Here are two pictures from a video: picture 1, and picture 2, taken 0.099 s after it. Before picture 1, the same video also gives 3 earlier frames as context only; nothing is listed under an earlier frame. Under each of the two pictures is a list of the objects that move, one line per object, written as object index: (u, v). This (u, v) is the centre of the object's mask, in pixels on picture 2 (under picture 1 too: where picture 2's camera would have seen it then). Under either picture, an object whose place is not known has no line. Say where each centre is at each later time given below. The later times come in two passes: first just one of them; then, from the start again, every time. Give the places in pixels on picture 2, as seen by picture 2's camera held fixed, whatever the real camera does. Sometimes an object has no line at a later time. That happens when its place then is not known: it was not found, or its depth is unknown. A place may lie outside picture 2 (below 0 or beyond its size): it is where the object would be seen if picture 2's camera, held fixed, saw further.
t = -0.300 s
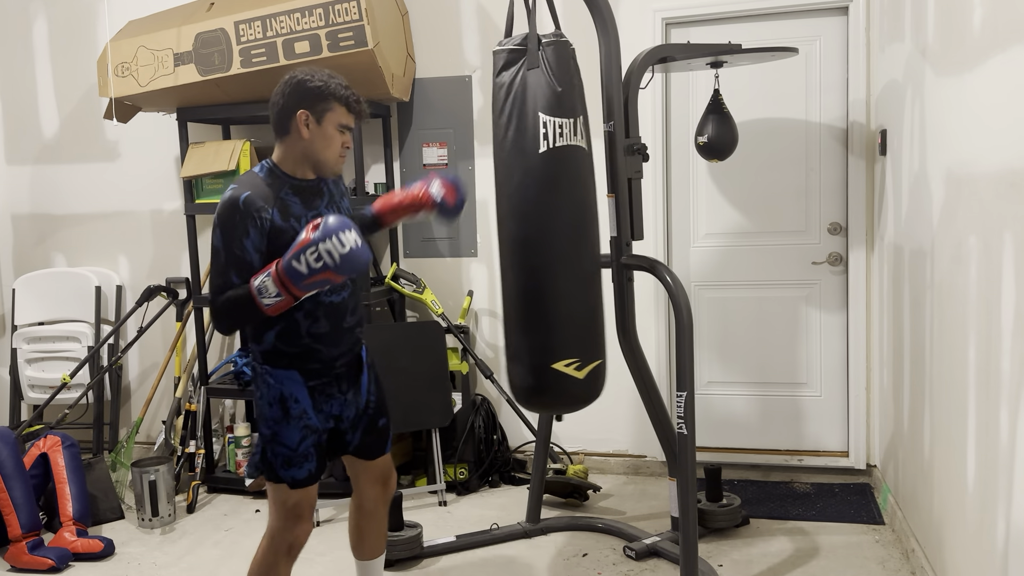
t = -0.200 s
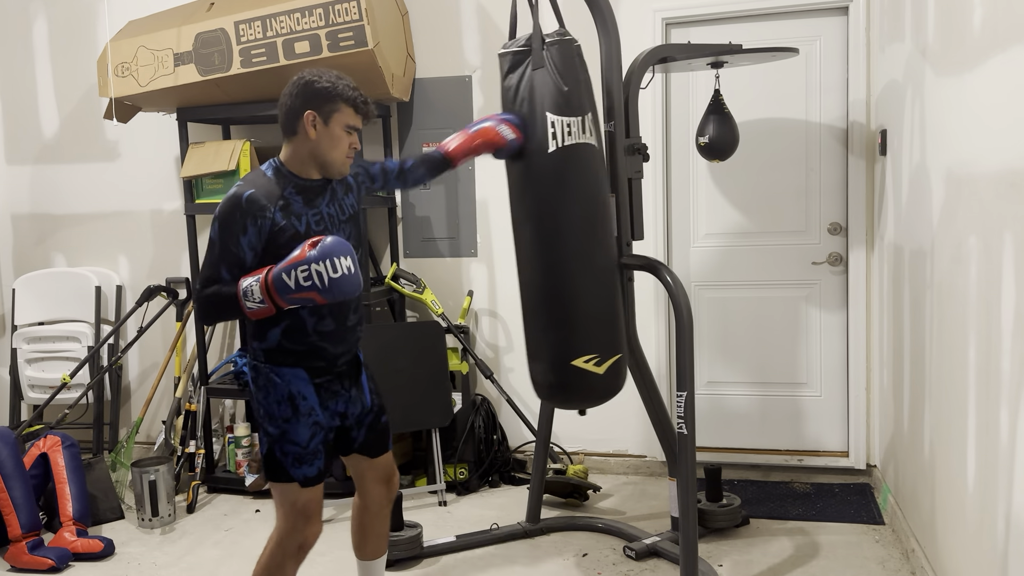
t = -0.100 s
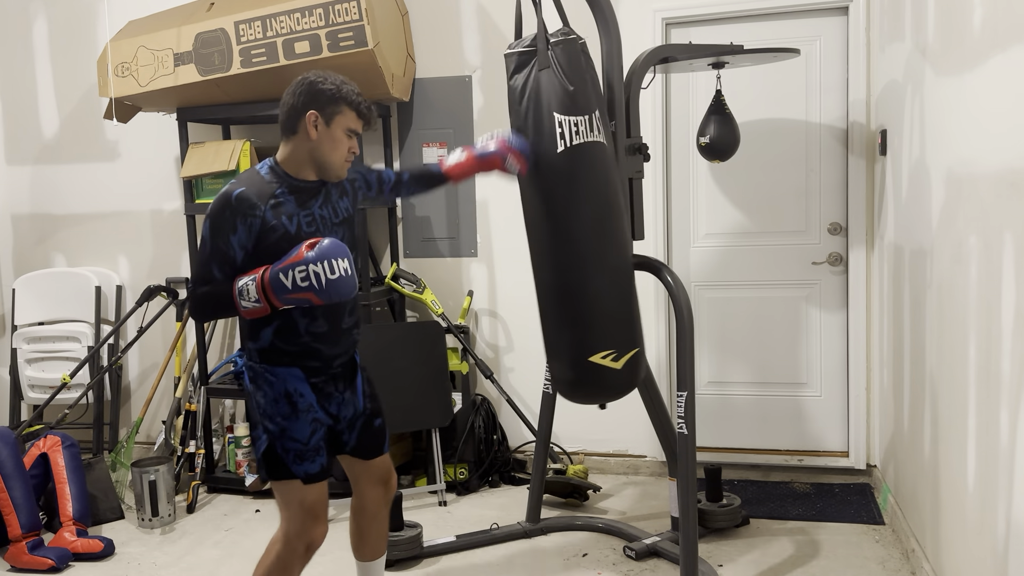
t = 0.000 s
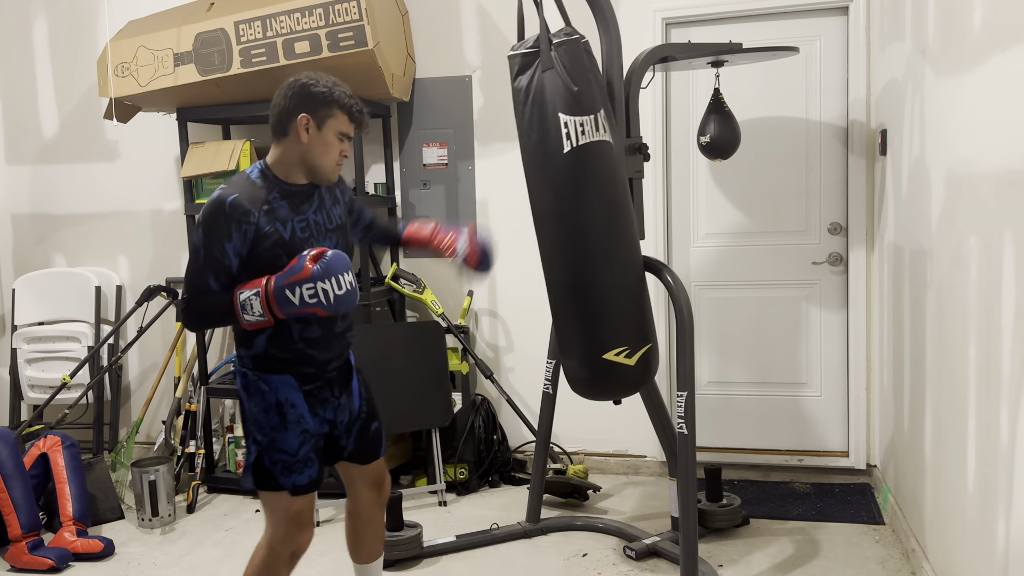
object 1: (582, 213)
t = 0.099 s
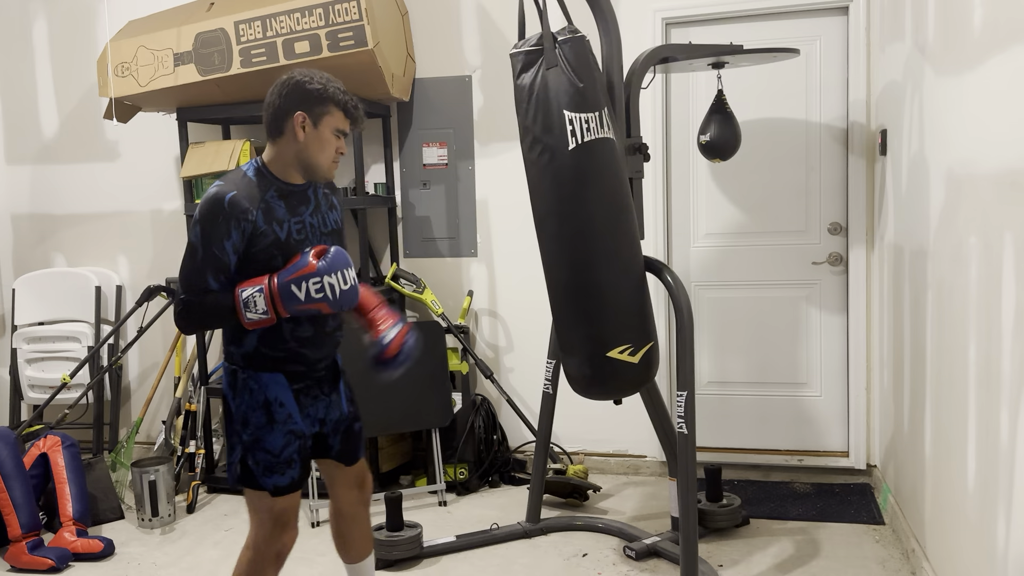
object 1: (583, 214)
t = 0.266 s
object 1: (575, 216)
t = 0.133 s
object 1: (582, 215)
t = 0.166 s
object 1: (580, 216)
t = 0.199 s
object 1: (579, 216)
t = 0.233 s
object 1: (577, 214)
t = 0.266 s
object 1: (575, 216)
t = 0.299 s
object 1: (572, 217)
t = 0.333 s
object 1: (568, 219)
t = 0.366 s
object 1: (564, 220)
